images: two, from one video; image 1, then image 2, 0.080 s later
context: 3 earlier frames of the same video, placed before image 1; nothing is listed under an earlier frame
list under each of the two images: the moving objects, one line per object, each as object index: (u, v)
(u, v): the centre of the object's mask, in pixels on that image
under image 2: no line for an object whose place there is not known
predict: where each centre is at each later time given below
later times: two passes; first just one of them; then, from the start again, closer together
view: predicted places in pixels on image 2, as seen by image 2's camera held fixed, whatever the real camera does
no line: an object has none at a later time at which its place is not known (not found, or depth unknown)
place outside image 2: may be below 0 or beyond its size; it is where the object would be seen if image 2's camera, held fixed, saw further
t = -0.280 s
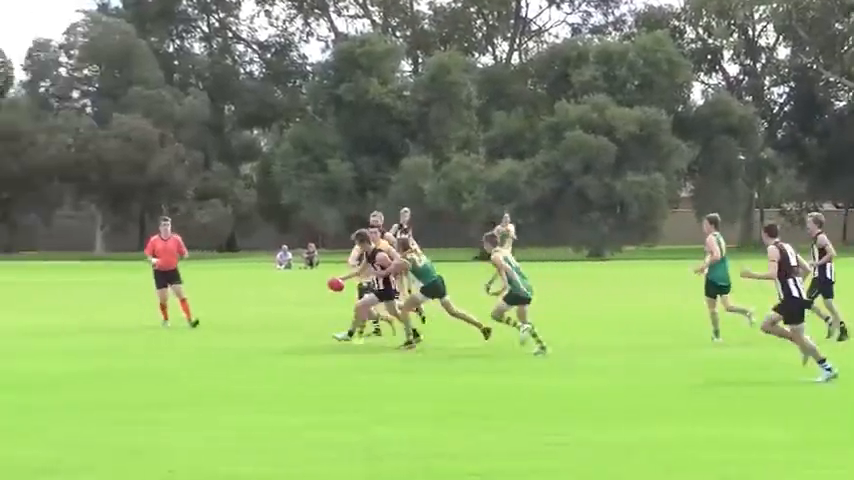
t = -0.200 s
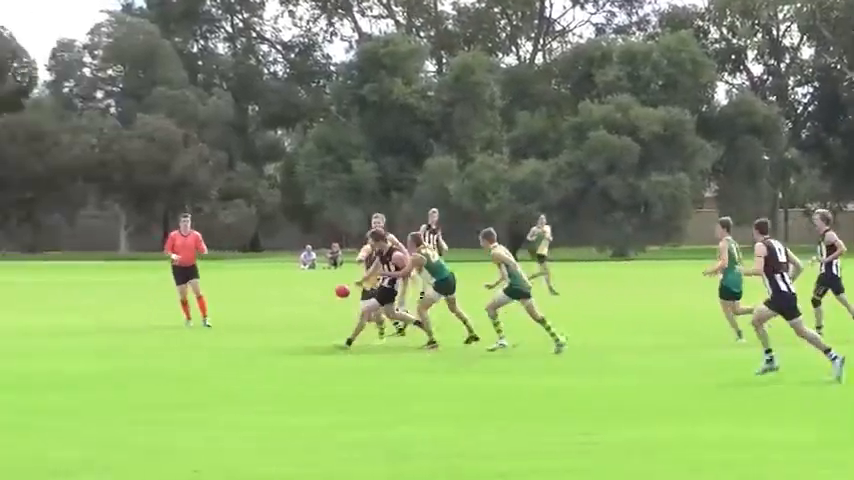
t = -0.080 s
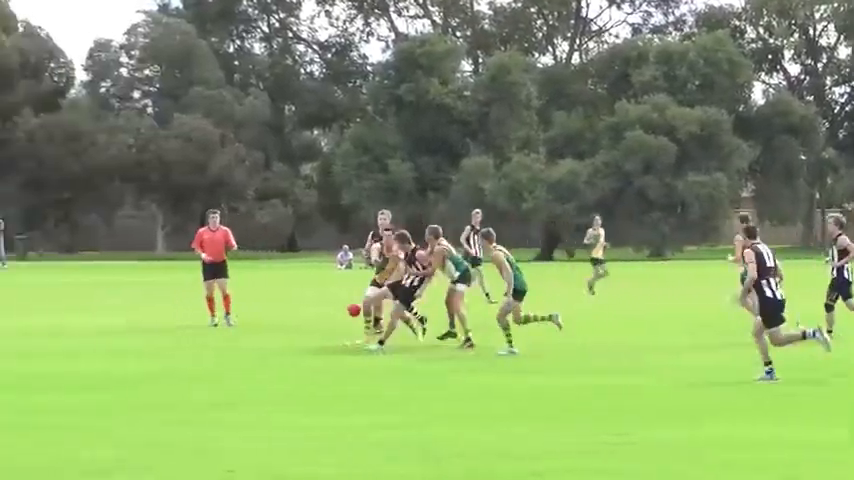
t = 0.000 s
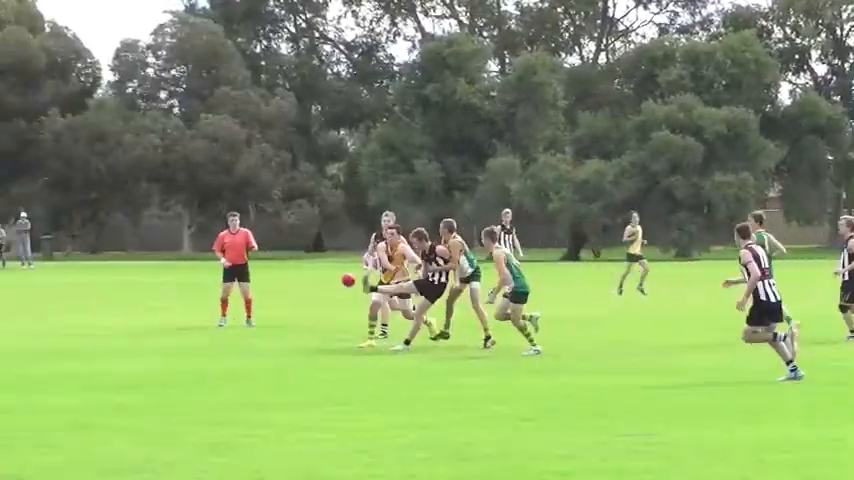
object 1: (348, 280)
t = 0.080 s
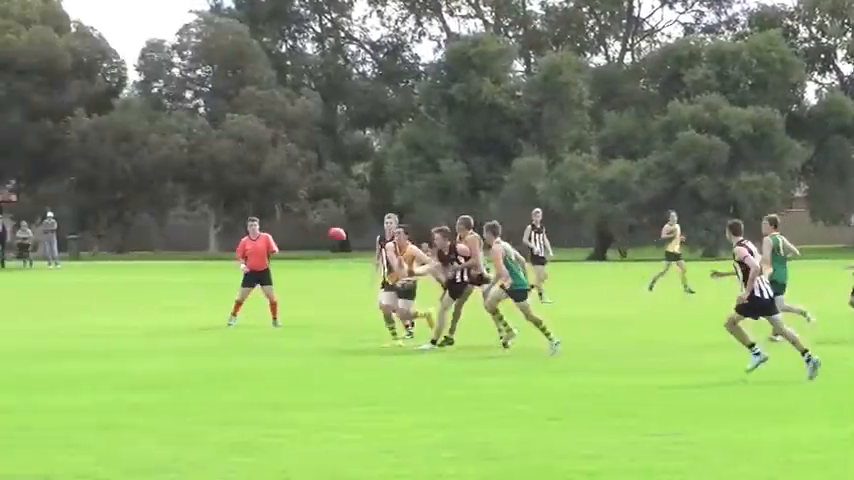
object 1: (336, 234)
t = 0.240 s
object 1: (259, 157)
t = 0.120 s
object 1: (318, 213)
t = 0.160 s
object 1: (299, 192)
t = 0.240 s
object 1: (259, 157)
